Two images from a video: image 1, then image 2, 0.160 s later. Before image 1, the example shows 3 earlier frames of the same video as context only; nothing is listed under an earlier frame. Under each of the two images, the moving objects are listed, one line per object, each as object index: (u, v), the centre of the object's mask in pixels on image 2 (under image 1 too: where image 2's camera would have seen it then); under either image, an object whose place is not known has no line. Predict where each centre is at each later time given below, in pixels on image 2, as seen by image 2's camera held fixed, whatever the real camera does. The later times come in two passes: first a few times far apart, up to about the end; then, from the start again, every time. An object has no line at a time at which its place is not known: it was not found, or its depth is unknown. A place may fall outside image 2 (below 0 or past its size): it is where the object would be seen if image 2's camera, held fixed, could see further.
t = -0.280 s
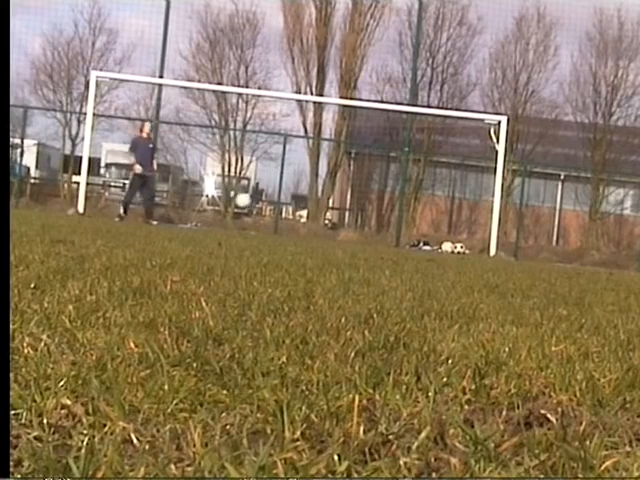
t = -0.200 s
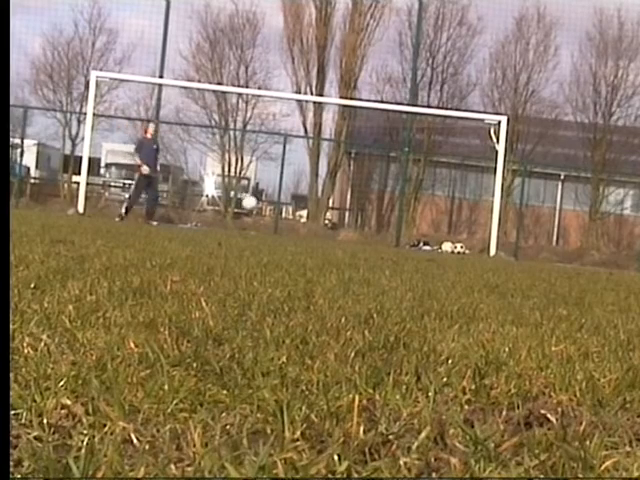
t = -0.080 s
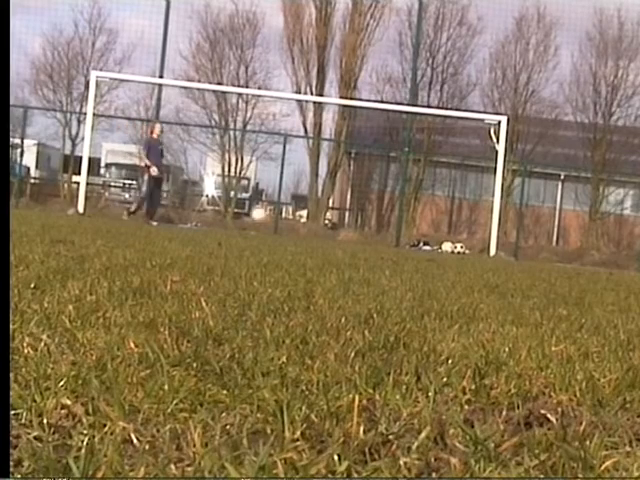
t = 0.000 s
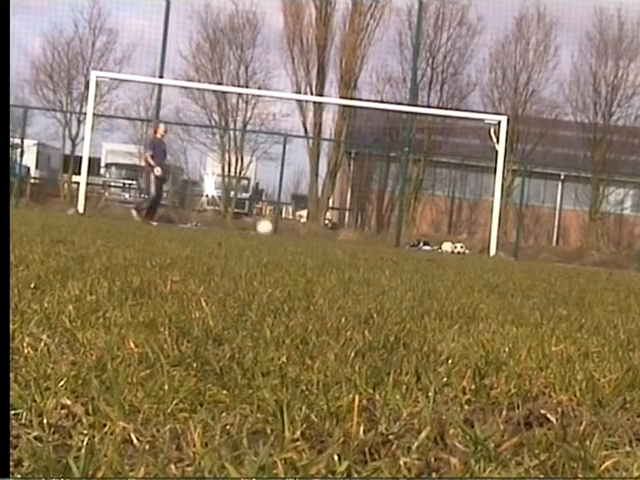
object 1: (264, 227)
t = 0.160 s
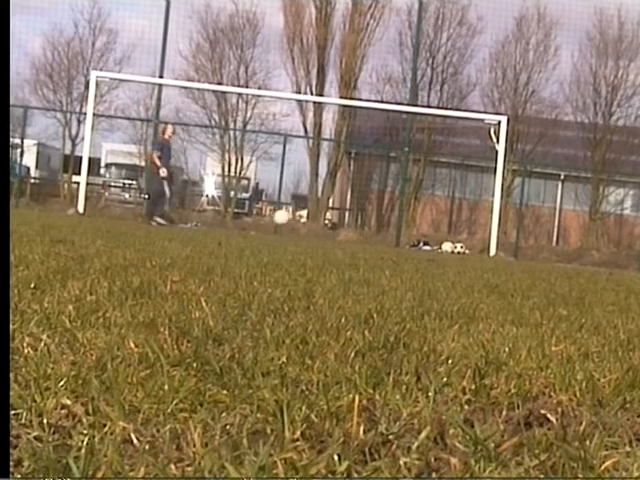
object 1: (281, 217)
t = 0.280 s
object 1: (294, 219)
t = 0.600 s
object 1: (326, 224)
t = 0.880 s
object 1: (357, 236)
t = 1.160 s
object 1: (389, 238)
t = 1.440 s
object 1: (422, 241)
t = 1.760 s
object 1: (462, 244)
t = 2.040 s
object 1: (497, 249)
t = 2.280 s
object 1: (527, 251)
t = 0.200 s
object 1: (285, 216)
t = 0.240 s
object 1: (289, 217)
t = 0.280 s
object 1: (294, 219)
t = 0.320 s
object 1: (298, 222)
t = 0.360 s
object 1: (301, 226)
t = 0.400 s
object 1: (305, 230)
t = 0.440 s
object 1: (310, 228)
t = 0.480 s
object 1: (314, 225)
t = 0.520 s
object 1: (317, 223)
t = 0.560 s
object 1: (322, 223)
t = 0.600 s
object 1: (326, 224)
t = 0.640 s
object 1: (330, 225)
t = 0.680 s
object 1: (334, 228)
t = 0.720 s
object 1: (337, 232)
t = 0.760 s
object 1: (342, 234)
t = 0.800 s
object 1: (347, 234)
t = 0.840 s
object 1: (352, 234)
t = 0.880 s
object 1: (357, 236)
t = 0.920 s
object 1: (362, 236)
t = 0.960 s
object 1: (367, 236)
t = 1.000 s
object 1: (371, 236)
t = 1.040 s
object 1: (375, 237)
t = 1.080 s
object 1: (380, 236)
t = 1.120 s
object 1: (385, 237)
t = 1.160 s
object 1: (389, 238)
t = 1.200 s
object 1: (393, 239)
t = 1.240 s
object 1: (398, 239)
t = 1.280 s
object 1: (403, 239)
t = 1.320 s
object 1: (407, 240)
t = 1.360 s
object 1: (412, 241)
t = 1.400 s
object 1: (417, 241)
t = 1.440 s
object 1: (422, 241)
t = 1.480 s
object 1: (427, 242)
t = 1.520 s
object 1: (432, 243)
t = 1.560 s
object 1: (437, 243)
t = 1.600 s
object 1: (442, 244)
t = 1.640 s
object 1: (447, 244)
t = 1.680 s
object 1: (452, 245)
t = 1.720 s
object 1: (455, 246)
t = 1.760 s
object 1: (462, 244)
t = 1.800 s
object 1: (466, 244)
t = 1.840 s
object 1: (472, 245)
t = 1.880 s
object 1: (476, 247)
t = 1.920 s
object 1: (481, 247)
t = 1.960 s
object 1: (486, 247)
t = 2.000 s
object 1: (492, 248)
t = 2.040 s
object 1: (497, 249)
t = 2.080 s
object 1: (503, 249)
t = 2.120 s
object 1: (507, 249)
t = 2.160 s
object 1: (511, 250)
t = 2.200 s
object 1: (517, 250)
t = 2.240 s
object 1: (522, 250)
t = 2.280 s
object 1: (527, 251)
